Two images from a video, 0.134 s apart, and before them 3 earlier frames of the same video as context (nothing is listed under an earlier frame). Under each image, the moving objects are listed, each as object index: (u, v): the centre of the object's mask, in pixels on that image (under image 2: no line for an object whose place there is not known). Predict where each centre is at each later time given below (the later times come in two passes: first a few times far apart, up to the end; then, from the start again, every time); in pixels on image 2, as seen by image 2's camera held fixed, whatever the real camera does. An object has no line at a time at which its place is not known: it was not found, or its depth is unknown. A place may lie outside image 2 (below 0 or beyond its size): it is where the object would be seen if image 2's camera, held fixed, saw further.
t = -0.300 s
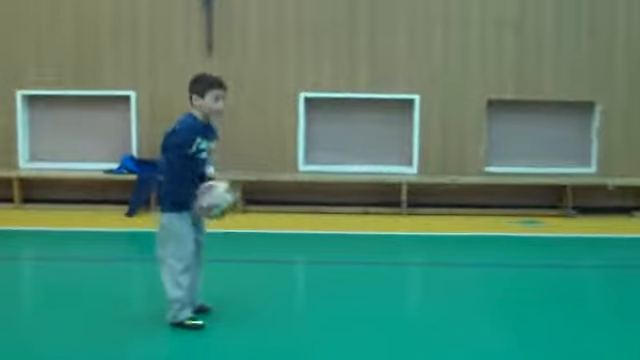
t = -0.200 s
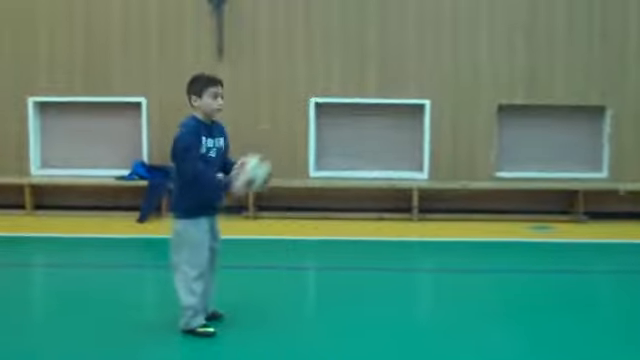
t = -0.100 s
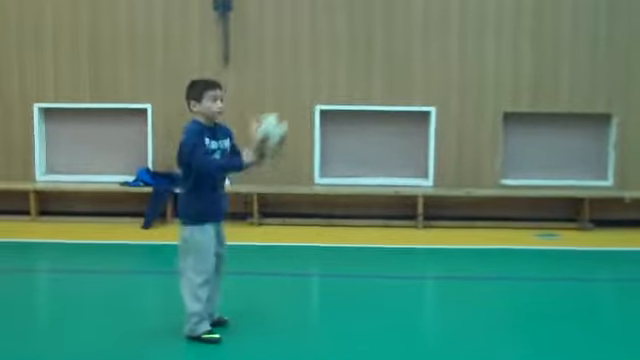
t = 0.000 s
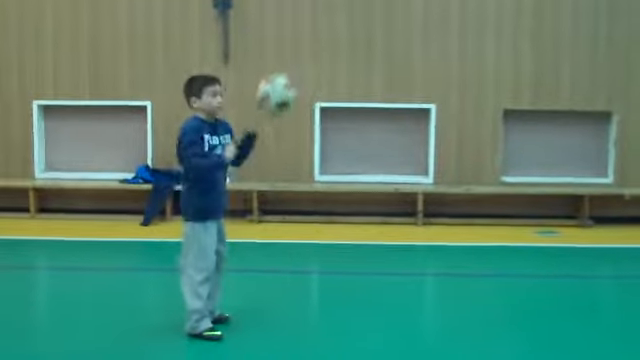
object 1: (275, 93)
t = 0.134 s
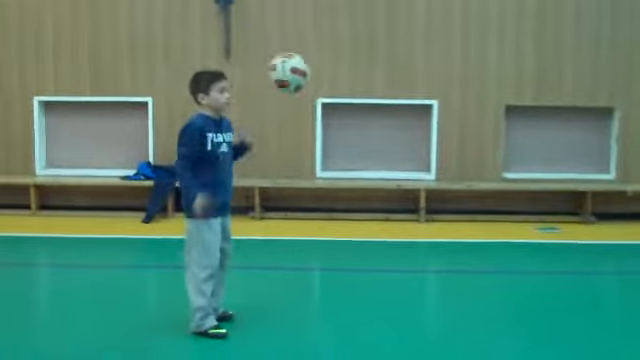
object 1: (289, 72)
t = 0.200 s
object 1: (290, 76)
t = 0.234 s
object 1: (293, 81)
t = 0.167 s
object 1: (289, 73)
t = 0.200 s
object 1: (290, 76)
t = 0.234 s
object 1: (293, 81)
